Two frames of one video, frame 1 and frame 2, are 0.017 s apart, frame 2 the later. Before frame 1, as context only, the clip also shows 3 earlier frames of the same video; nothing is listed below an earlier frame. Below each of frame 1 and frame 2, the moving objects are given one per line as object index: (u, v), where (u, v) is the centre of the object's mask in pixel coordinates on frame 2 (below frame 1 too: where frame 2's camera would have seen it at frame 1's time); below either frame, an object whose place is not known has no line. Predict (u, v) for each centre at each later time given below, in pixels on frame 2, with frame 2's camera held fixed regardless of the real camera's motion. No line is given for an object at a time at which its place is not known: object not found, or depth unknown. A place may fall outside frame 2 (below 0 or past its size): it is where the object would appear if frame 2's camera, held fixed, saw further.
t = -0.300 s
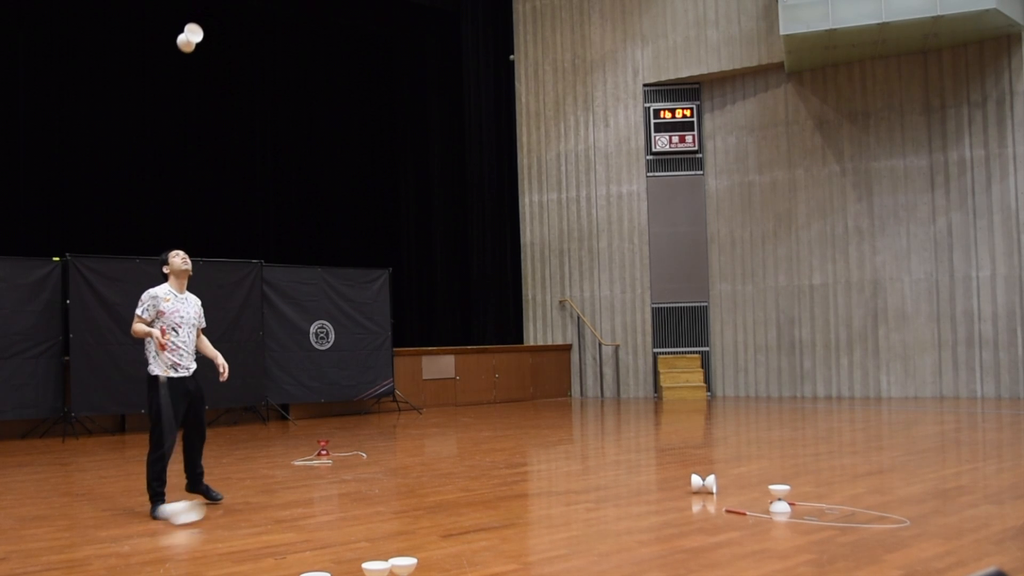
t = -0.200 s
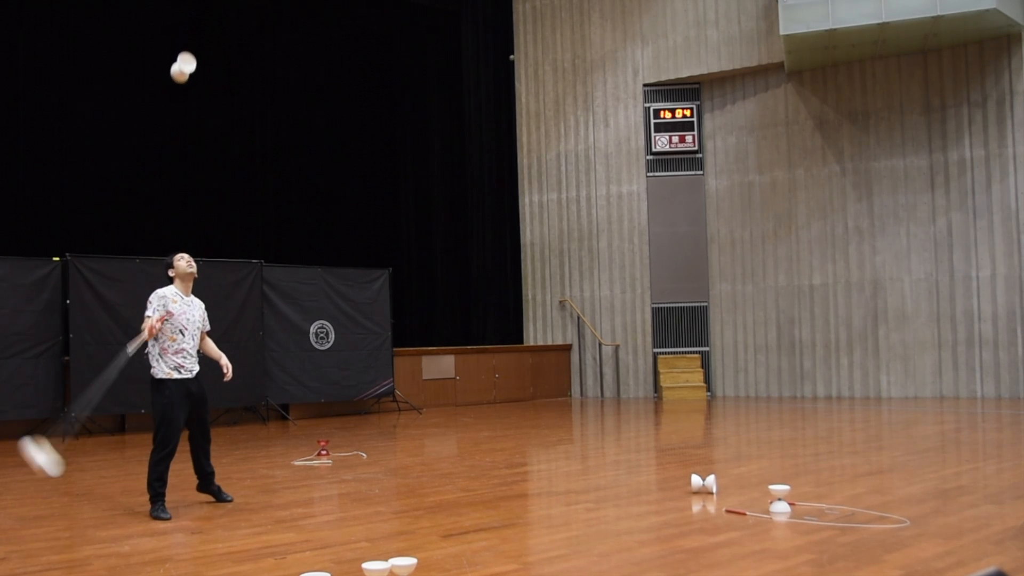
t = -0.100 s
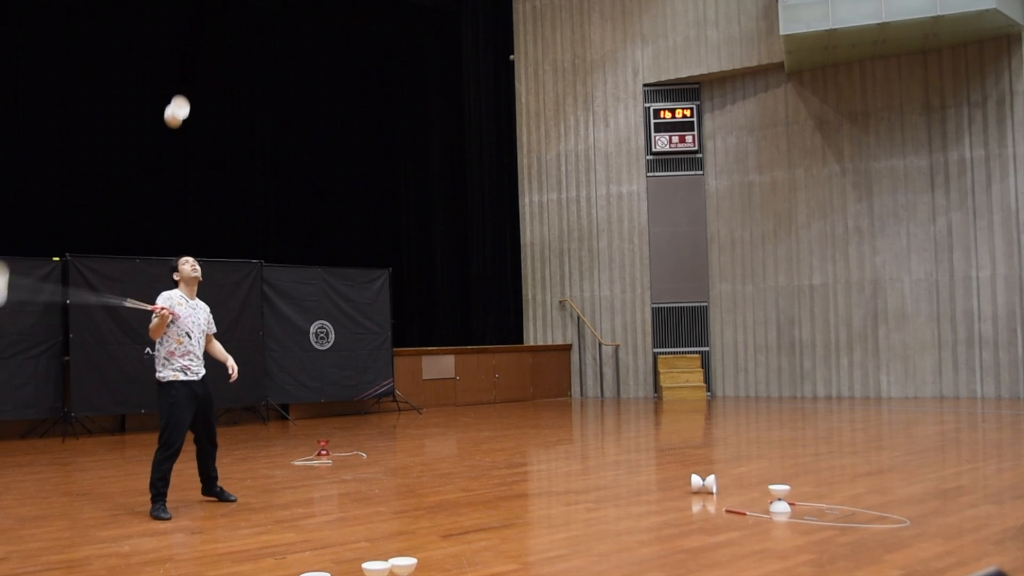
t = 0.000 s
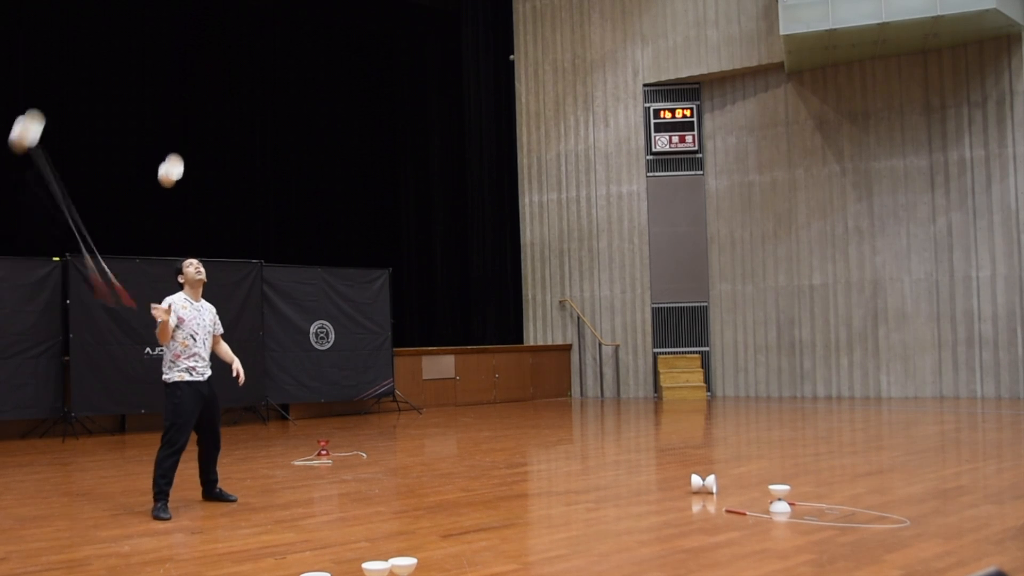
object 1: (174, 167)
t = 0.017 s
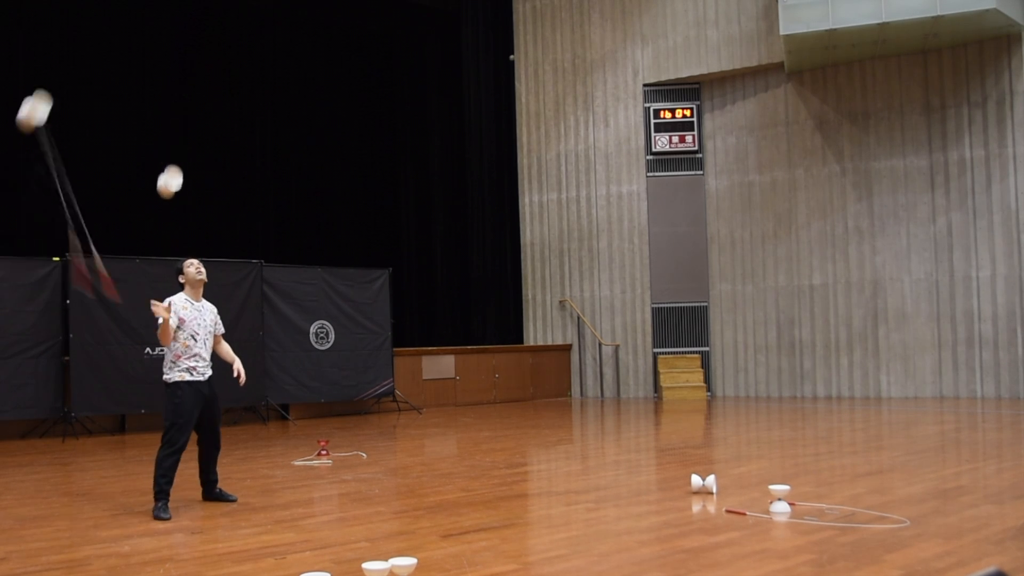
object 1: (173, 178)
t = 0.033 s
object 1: (172, 189)
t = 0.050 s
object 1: (171, 202)
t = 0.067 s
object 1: (170, 214)
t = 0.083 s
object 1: (169, 227)
